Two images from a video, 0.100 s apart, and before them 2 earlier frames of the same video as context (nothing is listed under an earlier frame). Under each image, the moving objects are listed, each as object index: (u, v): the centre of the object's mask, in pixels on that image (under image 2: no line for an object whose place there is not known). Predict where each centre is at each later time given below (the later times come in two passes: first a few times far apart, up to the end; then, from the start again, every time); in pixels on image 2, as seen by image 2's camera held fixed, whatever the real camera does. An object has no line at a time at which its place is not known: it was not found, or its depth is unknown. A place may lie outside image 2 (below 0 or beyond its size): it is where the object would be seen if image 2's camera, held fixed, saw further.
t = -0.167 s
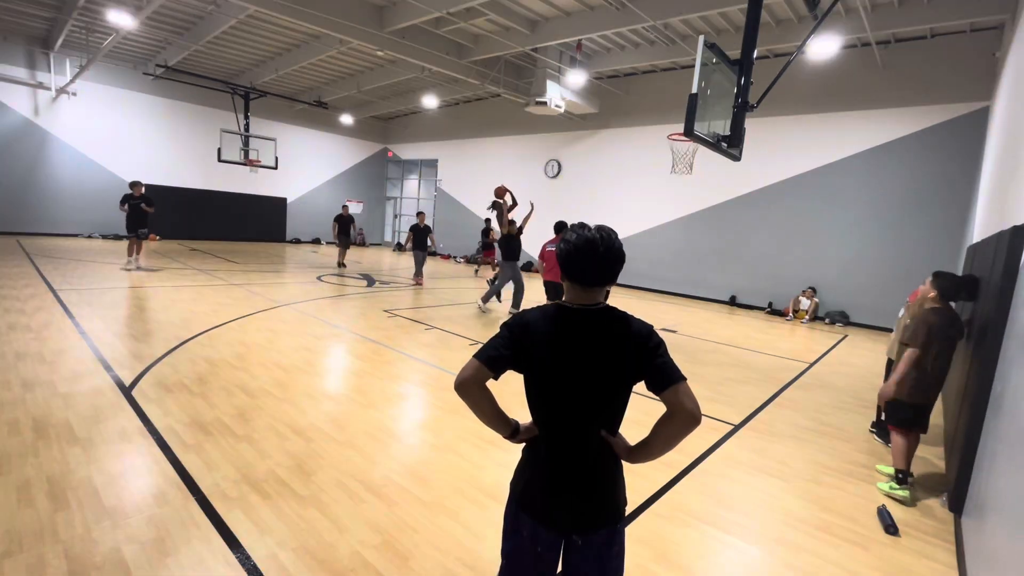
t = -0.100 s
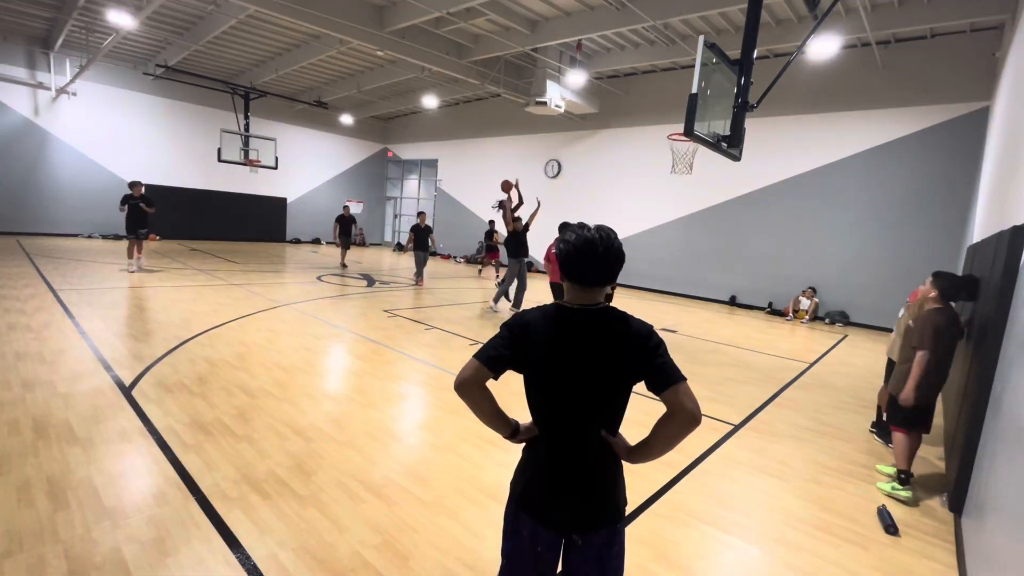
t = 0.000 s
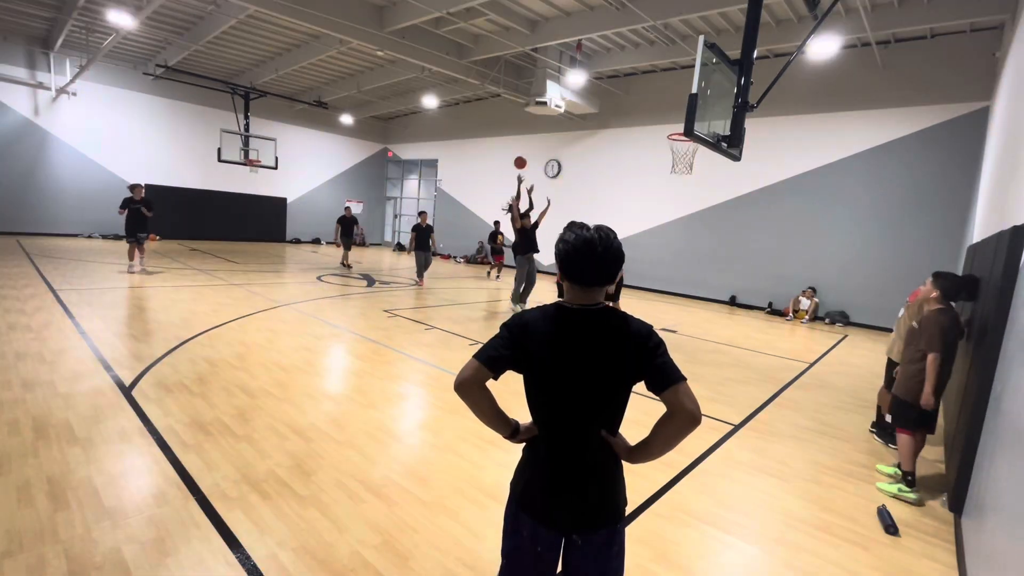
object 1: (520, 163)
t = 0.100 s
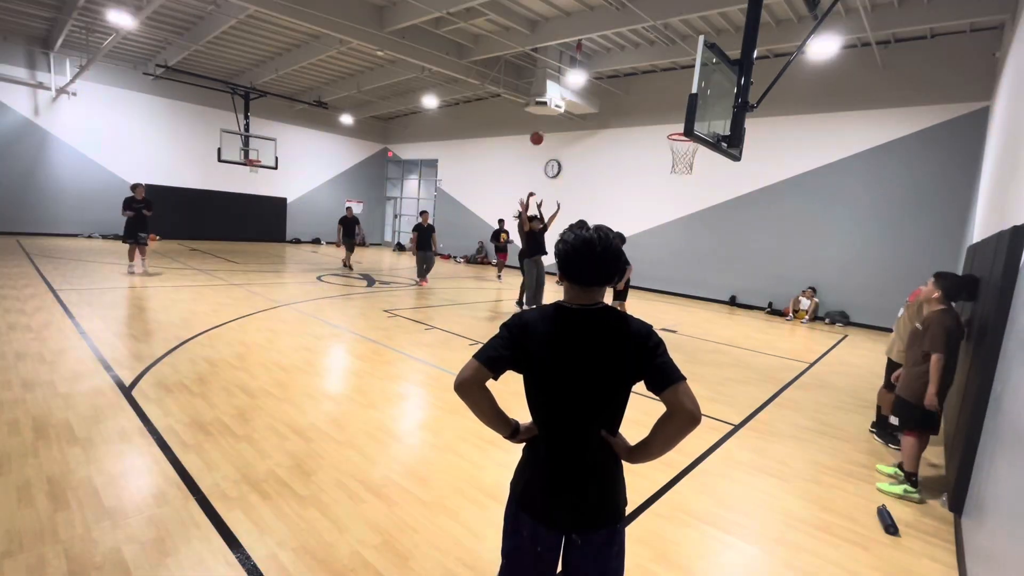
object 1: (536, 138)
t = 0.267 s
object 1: (566, 107)
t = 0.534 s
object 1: (614, 87)
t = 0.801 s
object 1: (666, 114)
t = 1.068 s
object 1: (704, 170)
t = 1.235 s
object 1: (711, 209)
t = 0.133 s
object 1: (542, 131)
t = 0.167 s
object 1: (548, 125)
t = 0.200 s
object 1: (553, 118)
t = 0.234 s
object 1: (560, 113)
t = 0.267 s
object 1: (566, 107)
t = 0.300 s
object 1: (572, 103)
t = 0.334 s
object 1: (578, 98)
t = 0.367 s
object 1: (583, 95)
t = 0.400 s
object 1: (590, 92)
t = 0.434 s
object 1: (597, 90)
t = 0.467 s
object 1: (602, 87)
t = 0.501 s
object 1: (608, 87)
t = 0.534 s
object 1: (614, 87)
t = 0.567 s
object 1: (621, 88)
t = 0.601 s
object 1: (627, 89)
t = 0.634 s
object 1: (633, 91)
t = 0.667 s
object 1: (640, 94)
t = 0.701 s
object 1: (647, 98)
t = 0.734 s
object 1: (653, 103)
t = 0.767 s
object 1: (660, 108)
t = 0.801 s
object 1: (666, 114)
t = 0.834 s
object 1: (673, 122)
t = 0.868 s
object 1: (678, 130)
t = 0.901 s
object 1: (685, 141)
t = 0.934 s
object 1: (693, 150)
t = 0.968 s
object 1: (698, 156)
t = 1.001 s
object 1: (700, 160)
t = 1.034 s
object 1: (702, 164)
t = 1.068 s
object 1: (704, 170)
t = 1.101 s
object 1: (705, 176)
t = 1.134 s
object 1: (707, 183)
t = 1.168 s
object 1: (708, 190)
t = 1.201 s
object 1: (710, 199)
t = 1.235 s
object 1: (711, 209)
